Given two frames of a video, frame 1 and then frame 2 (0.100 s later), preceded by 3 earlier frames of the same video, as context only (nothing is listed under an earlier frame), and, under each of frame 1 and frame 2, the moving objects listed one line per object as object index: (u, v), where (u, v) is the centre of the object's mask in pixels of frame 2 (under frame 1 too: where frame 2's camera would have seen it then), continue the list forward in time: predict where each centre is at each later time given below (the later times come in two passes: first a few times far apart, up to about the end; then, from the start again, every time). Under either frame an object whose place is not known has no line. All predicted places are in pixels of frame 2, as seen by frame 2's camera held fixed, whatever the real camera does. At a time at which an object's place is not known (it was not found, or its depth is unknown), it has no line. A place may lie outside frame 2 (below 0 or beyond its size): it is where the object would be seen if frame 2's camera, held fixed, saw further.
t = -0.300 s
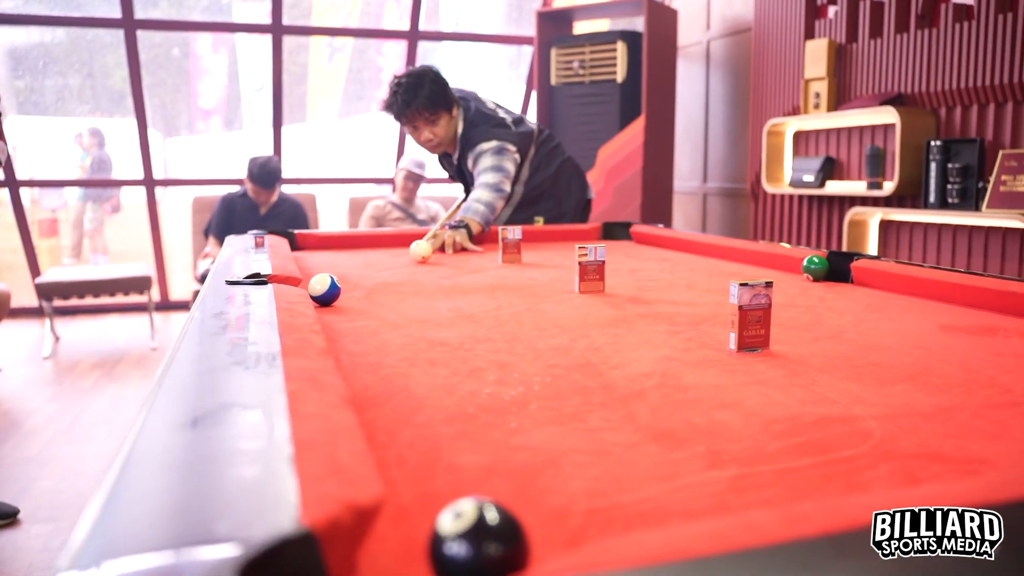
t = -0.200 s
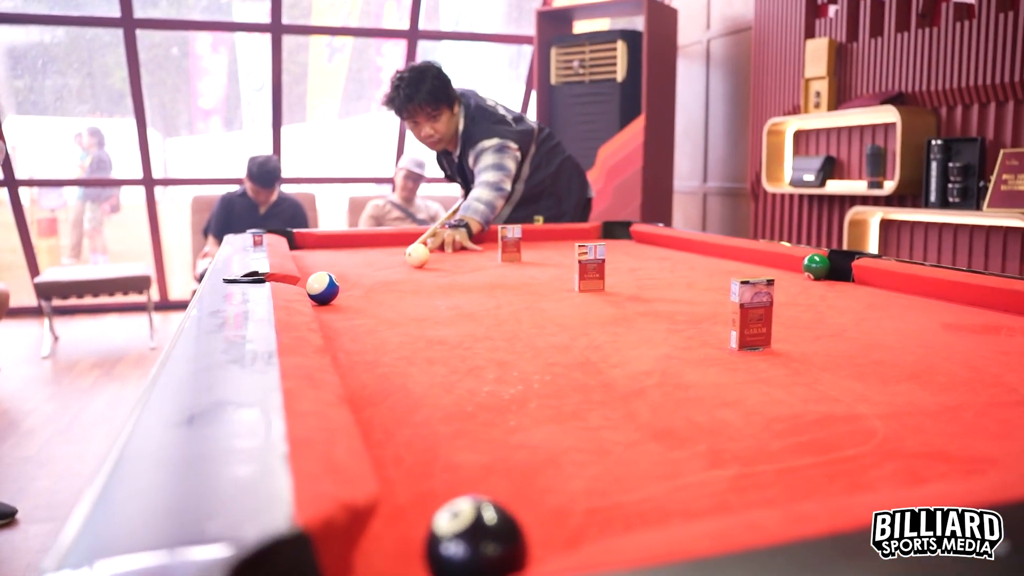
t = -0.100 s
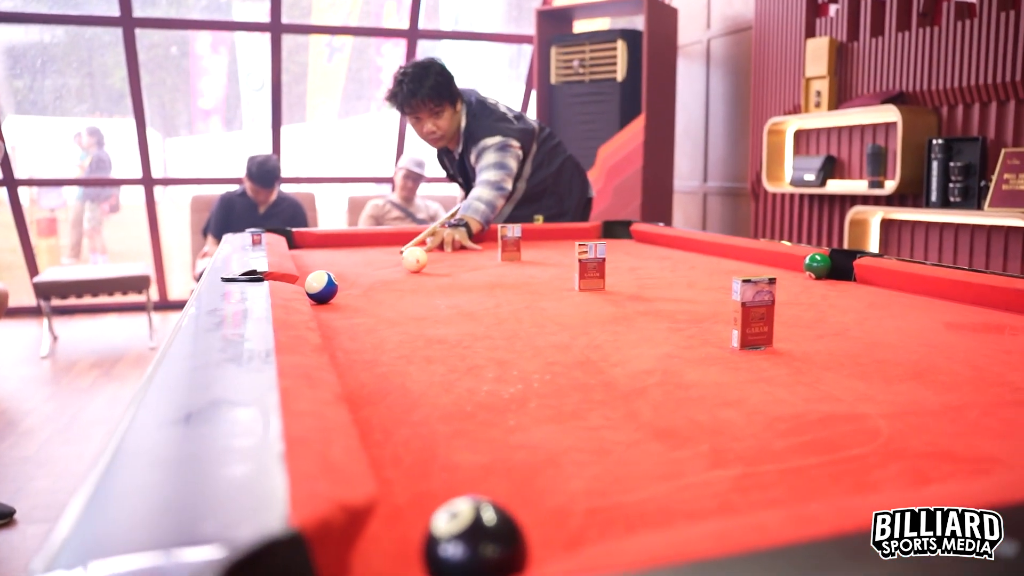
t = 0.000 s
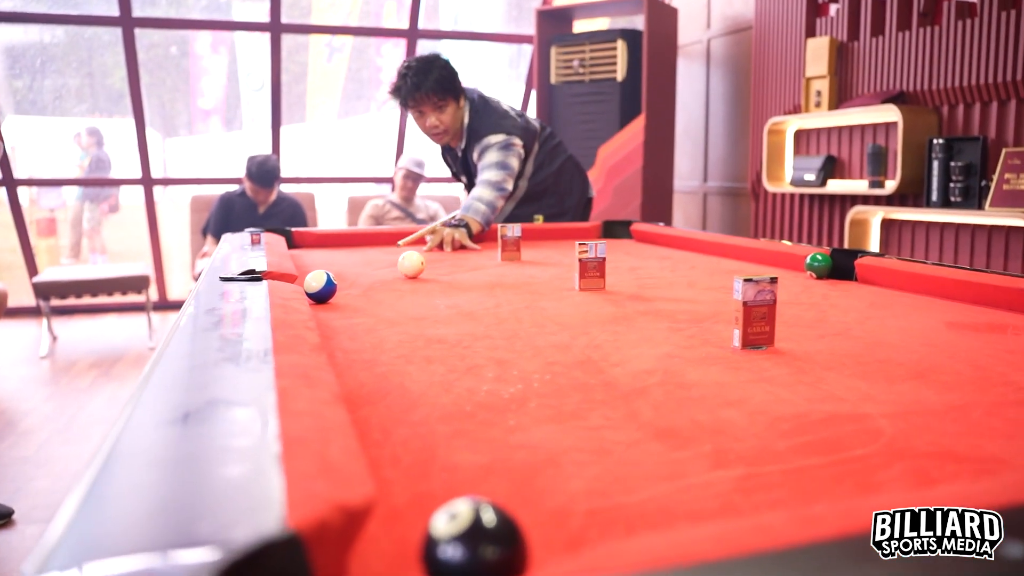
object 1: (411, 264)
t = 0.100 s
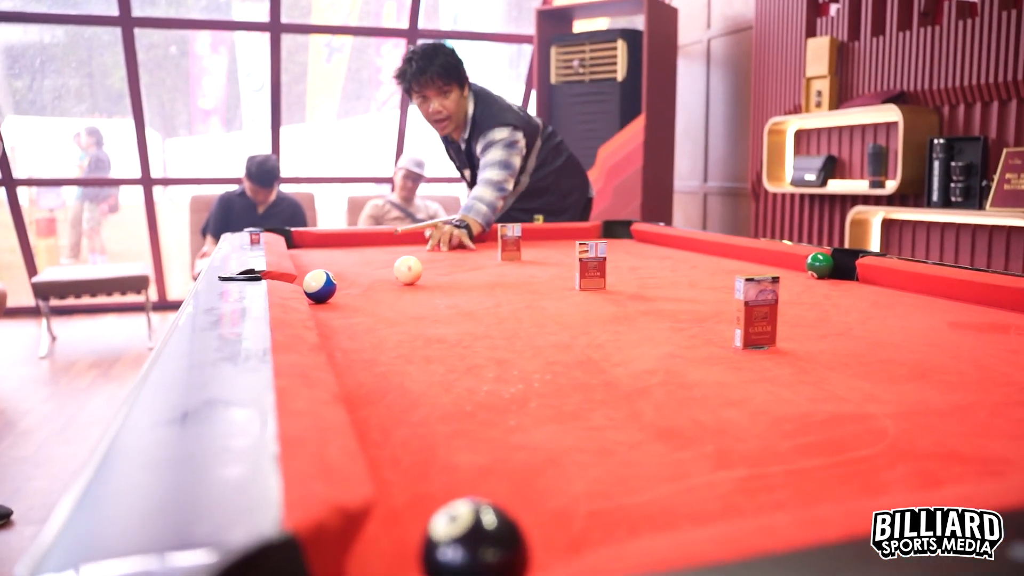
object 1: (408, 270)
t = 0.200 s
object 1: (404, 276)
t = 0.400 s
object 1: (394, 292)
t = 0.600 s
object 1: (381, 313)
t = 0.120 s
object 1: (407, 271)
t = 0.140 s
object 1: (407, 272)
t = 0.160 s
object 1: (406, 274)
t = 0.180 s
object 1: (405, 275)
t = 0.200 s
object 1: (404, 276)
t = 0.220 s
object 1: (403, 278)
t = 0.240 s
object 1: (402, 280)
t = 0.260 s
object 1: (402, 281)
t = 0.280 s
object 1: (401, 282)
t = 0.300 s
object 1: (400, 284)
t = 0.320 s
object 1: (399, 286)
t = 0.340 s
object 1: (398, 287)
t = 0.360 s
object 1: (397, 289)
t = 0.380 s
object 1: (396, 290)
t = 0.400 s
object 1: (394, 292)
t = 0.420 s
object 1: (393, 294)
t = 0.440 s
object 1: (392, 296)
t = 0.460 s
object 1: (391, 298)
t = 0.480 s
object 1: (390, 300)
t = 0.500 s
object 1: (388, 302)
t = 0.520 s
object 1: (387, 304)
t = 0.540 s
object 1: (385, 306)
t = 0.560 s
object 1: (384, 308)
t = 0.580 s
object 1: (382, 310)
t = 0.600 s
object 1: (381, 313)
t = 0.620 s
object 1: (380, 315)
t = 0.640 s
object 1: (378, 318)
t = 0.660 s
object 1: (376, 320)
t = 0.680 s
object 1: (374, 323)
